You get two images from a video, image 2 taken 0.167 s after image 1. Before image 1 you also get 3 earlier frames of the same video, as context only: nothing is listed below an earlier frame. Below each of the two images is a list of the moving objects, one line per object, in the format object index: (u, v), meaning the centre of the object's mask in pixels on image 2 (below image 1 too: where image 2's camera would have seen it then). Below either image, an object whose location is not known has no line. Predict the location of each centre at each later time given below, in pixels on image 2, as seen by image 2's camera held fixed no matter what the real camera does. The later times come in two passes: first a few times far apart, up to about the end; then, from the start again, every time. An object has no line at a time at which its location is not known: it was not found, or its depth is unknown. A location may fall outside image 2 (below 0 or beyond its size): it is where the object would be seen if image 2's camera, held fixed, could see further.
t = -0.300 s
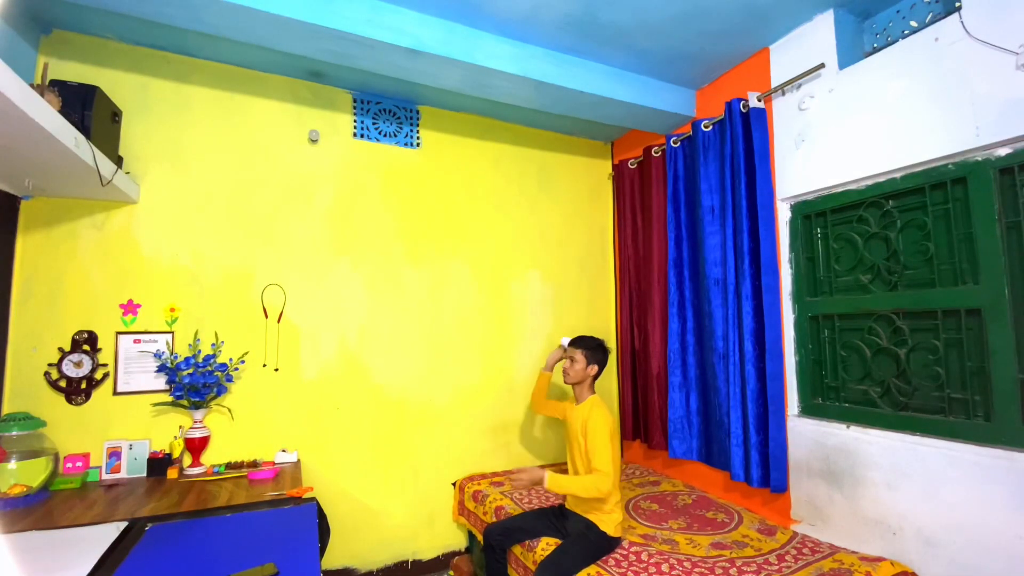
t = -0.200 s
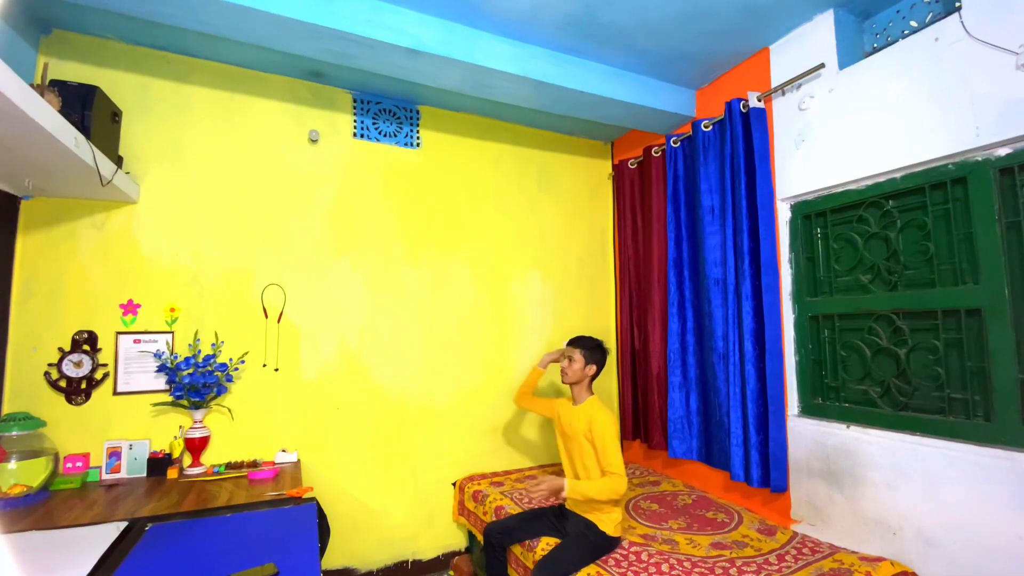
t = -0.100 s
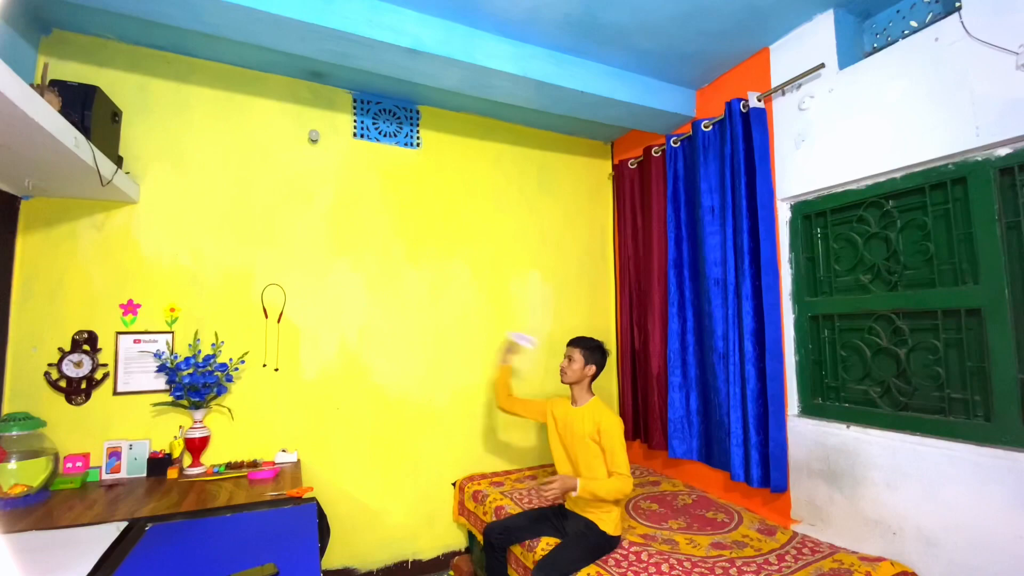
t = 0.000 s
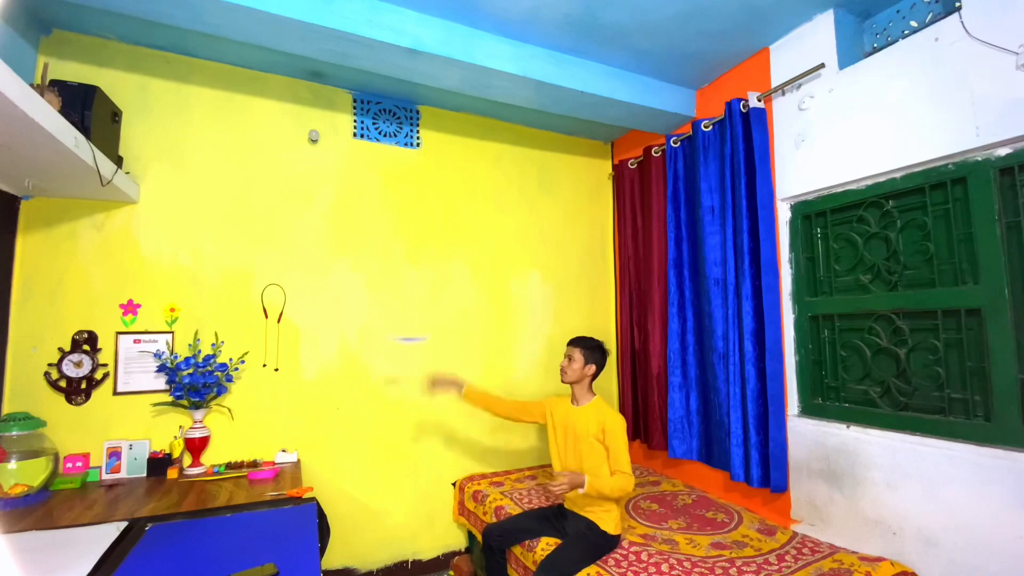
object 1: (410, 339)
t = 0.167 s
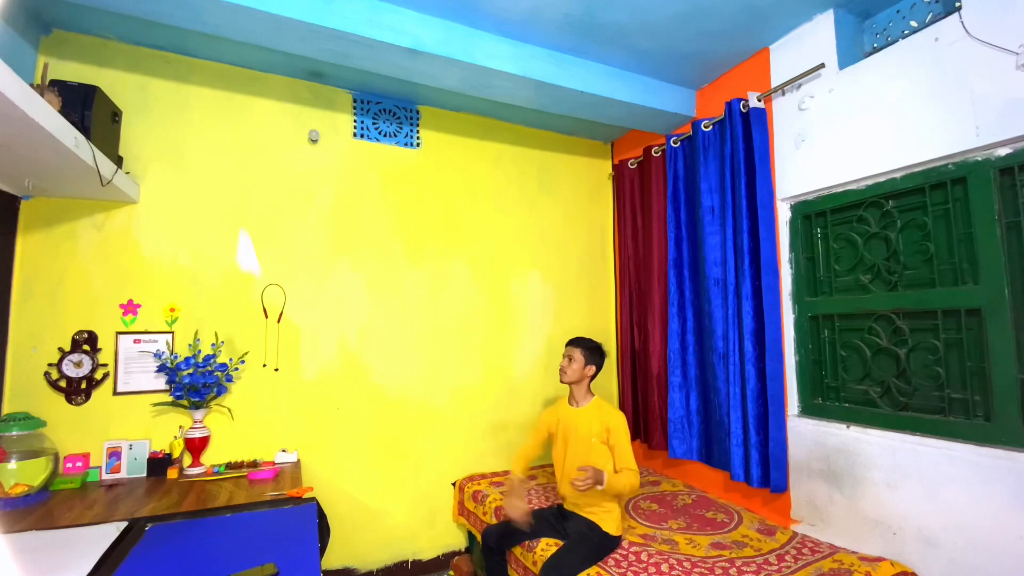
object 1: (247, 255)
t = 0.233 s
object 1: (241, 198)
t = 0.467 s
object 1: (338, 127)
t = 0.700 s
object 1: (449, 209)
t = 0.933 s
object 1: (509, 288)
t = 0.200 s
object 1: (240, 226)
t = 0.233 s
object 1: (241, 198)
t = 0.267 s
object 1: (248, 175)
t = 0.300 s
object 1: (259, 156)
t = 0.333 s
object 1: (274, 141)
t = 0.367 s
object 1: (289, 131)
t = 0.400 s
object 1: (305, 126)
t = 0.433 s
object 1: (322, 125)
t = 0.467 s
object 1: (338, 127)
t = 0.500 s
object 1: (354, 133)
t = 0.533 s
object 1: (370, 141)
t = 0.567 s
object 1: (386, 151)
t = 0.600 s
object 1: (403, 164)
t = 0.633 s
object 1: (419, 179)
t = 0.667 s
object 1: (434, 194)
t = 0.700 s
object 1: (449, 209)
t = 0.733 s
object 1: (463, 223)
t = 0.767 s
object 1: (475, 236)
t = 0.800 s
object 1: (486, 247)
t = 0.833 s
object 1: (495, 259)
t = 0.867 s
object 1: (502, 270)
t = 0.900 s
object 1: (507, 279)
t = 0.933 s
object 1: (509, 288)
